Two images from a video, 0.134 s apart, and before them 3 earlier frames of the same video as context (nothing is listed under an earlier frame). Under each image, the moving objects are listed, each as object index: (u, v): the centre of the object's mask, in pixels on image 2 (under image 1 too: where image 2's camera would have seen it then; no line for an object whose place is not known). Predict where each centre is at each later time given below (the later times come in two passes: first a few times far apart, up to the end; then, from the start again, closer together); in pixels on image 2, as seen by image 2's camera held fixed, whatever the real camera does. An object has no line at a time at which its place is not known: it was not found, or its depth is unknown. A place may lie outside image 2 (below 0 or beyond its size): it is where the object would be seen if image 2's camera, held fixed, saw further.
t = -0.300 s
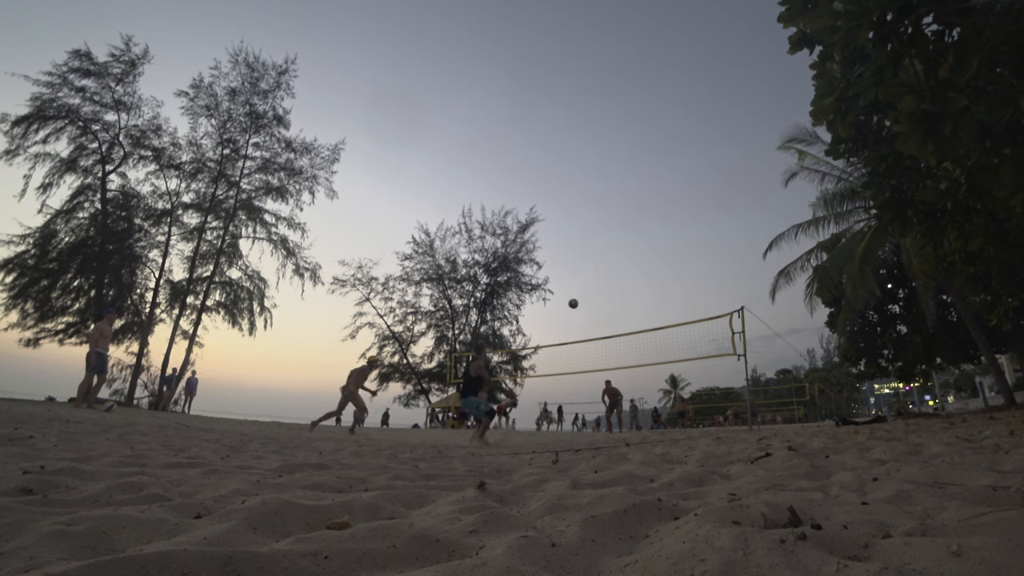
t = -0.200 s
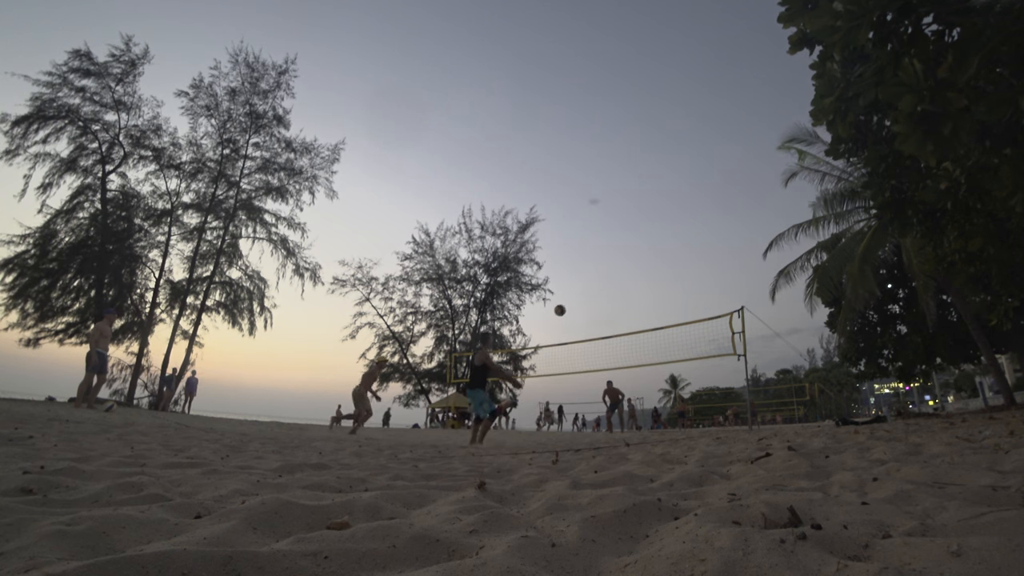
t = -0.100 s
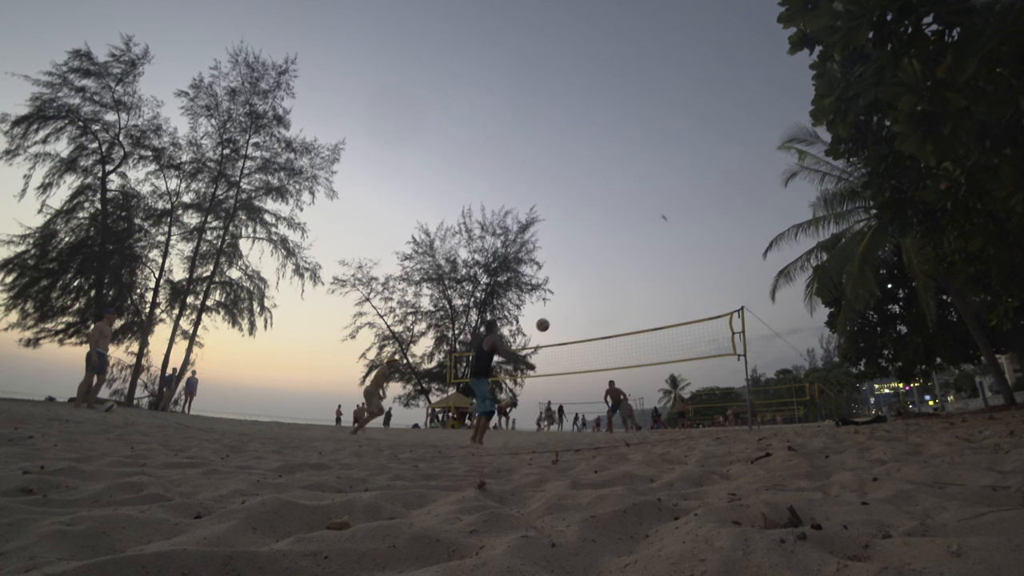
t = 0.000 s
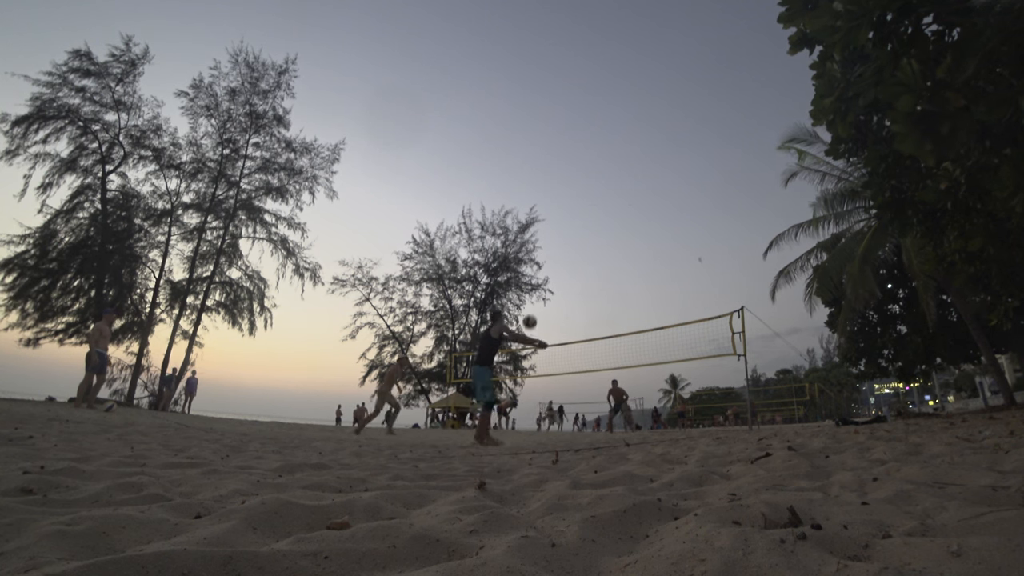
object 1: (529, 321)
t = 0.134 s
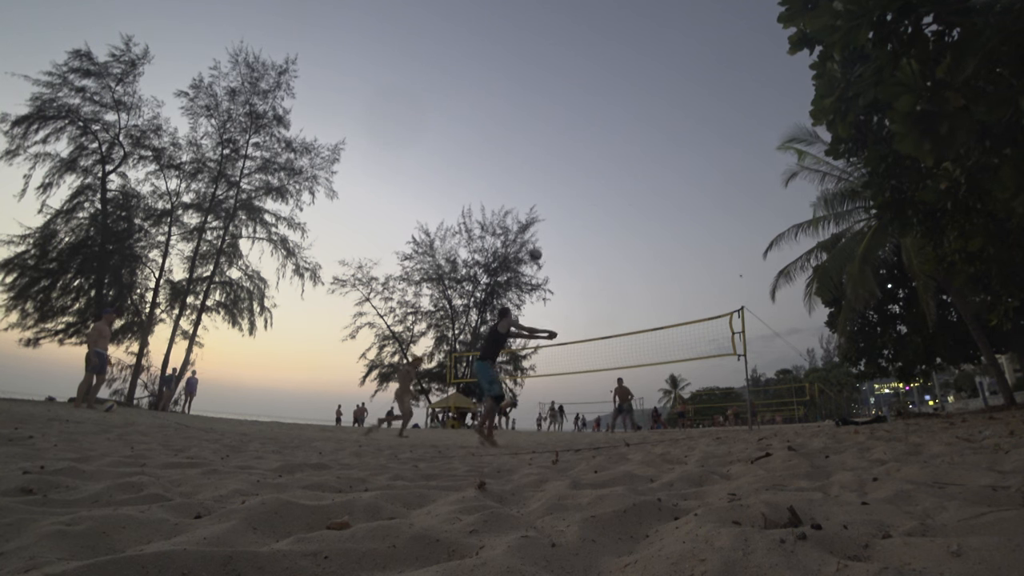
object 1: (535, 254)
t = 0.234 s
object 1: (538, 217)
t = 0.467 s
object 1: (541, 162)
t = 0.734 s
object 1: (542, 137)
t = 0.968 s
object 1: (542, 137)
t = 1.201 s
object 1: (542, 154)
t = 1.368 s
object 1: (542, 177)
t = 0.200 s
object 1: (537, 229)
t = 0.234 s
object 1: (538, 217)
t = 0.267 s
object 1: (538, 207)
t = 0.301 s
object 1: (539, 197)
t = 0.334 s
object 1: (540, 189)
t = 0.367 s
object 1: (540, 181)
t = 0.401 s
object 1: (540, 174)
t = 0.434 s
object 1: (541, 168)
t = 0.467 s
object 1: (541, 162)
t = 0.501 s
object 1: (541, 157)
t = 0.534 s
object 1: (541, 153)
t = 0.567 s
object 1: (542, 149)
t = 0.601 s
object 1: (542, 146)
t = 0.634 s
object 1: (542, 143)
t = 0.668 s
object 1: (542, 140)
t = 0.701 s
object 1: (542, 138)
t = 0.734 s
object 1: (542, 137)
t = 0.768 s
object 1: (542, 136)
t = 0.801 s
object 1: (542, 135)
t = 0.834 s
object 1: (542, 134)
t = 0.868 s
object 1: (542, 134)
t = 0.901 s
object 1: (542, 135)
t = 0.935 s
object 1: (542, 135)
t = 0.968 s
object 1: (542, 137)
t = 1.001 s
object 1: (542, 138)
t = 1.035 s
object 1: (542, 140)
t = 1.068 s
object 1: (542, 142)
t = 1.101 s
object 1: (542, 144)
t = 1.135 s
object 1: (542, 147)
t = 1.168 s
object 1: (542, 151)
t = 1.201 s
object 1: (542, 154)
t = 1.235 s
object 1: (542, 158)
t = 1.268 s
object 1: (542, 162)
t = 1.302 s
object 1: (542, 167)
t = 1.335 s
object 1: (542, 172)
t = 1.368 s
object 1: (542, 177)
